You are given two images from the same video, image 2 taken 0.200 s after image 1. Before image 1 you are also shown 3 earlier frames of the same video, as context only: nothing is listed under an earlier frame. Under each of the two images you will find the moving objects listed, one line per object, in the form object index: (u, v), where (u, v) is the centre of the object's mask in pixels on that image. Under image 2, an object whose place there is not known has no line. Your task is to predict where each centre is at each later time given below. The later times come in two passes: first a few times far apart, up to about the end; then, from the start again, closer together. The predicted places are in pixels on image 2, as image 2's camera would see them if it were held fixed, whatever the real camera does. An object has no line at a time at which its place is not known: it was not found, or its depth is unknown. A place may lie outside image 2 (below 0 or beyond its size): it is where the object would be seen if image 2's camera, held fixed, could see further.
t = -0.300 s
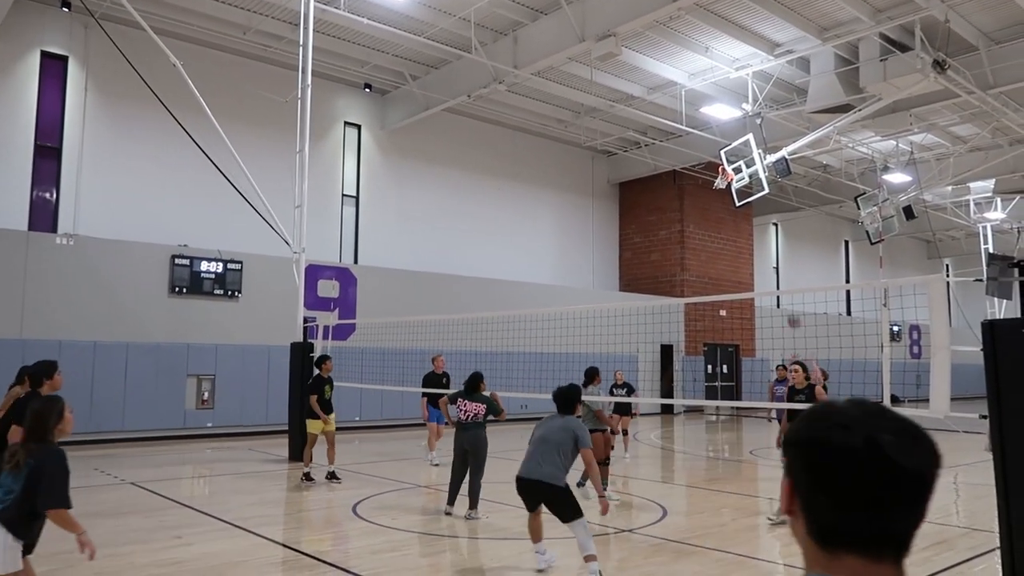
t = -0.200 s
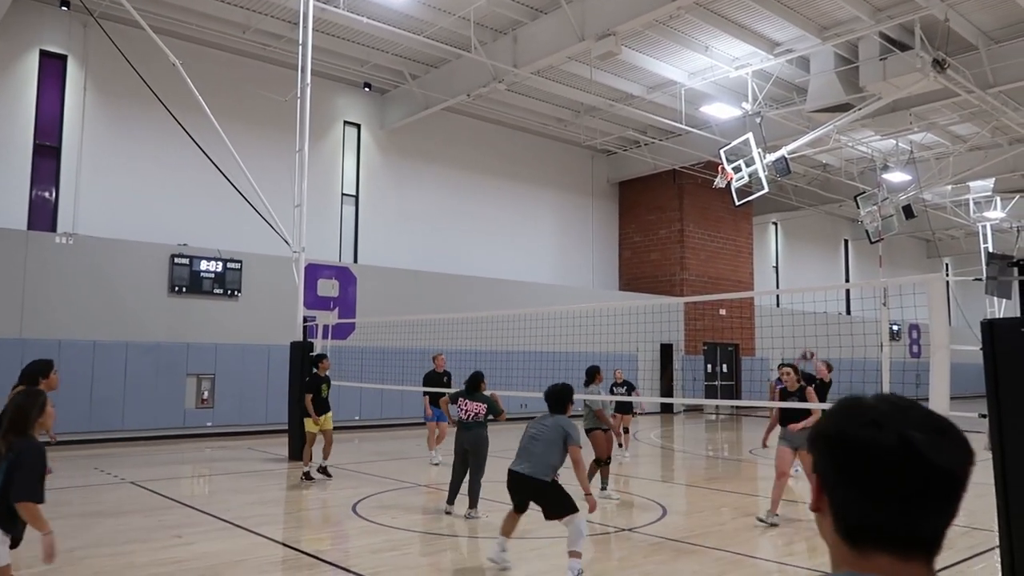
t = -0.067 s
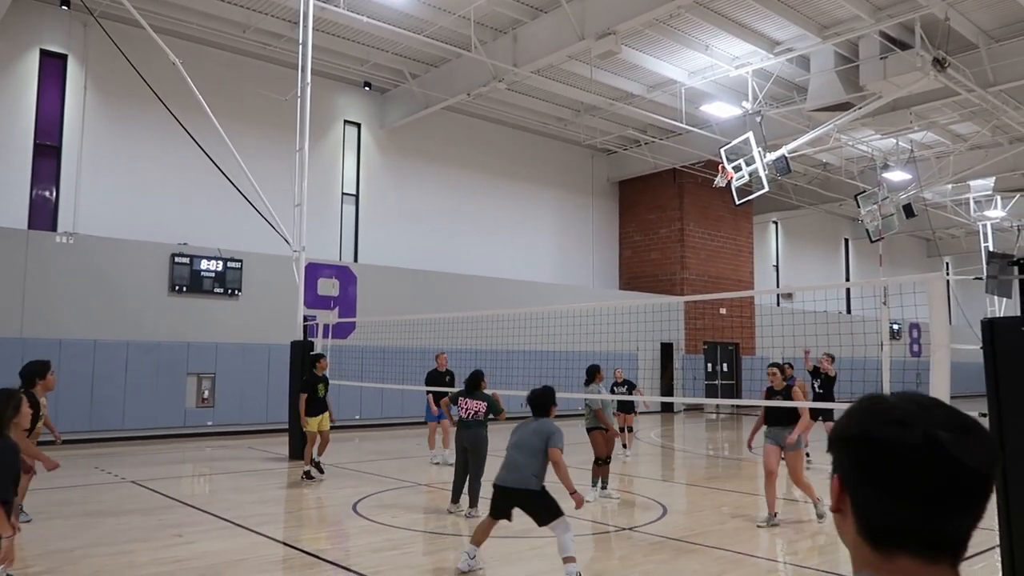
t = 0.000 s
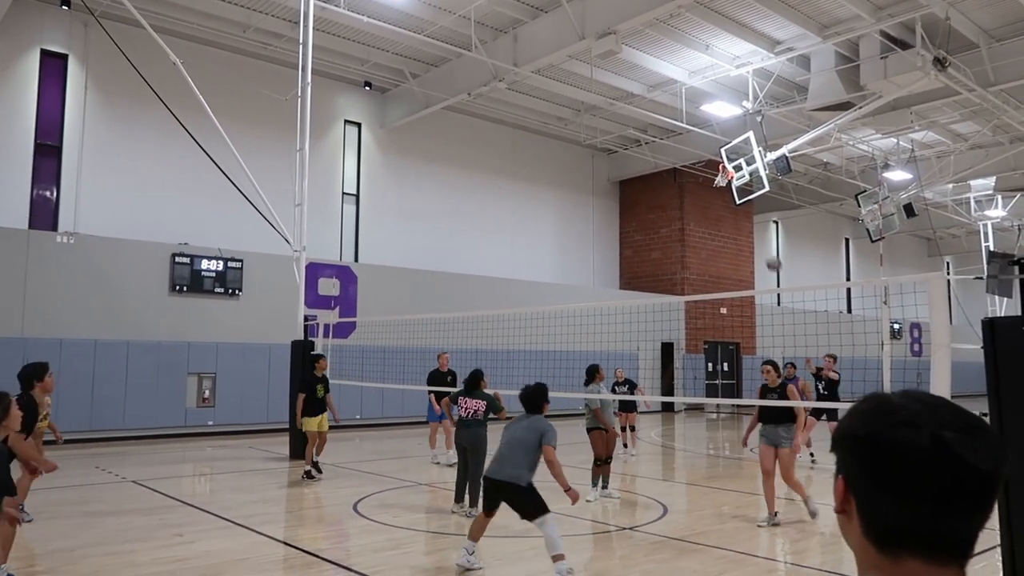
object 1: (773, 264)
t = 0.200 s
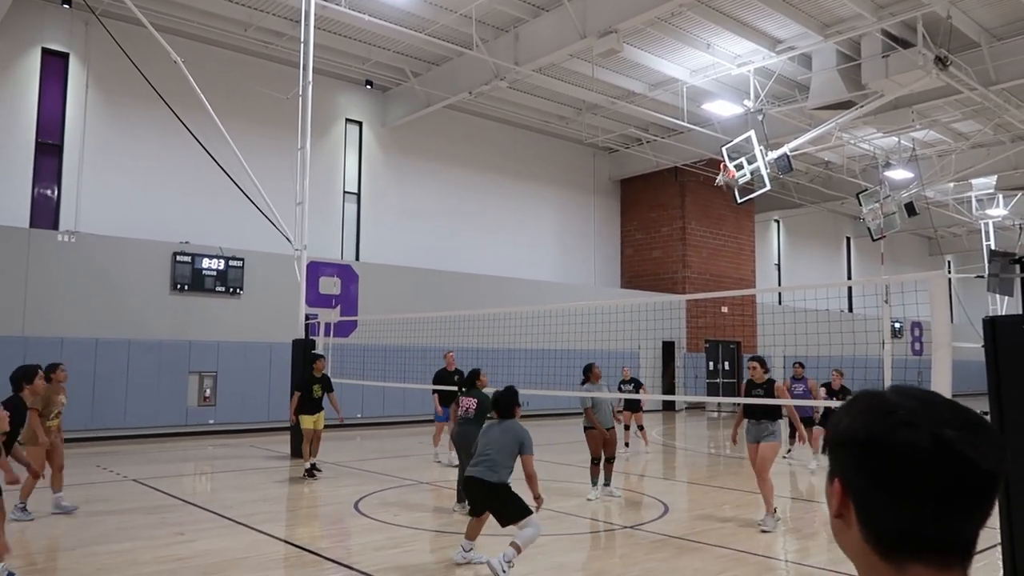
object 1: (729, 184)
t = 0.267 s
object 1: (712, 161)
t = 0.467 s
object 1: (658, 105)
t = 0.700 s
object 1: (577, 75)
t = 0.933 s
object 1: (466, 107)
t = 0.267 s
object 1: (712, 161)
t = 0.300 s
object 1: (706, 150)
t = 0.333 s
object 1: (696, 140)
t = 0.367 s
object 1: (688, 130)
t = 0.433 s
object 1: (667, 113)
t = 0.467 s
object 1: (658, 105)
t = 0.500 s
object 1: (647, 98)
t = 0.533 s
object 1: (638, 91)
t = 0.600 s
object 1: (614, 83)
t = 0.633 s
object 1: (602, 79)
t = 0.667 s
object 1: (590, 77)
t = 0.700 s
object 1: (577, 75)
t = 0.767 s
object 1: (549, 76)
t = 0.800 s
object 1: (535, 79)
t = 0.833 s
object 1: (518, 83)
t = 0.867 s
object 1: (503, 89)
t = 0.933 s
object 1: (466, 107)
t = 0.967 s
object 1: (448, 119)
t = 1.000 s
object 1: (427, 134)
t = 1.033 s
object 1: (408, 149)
